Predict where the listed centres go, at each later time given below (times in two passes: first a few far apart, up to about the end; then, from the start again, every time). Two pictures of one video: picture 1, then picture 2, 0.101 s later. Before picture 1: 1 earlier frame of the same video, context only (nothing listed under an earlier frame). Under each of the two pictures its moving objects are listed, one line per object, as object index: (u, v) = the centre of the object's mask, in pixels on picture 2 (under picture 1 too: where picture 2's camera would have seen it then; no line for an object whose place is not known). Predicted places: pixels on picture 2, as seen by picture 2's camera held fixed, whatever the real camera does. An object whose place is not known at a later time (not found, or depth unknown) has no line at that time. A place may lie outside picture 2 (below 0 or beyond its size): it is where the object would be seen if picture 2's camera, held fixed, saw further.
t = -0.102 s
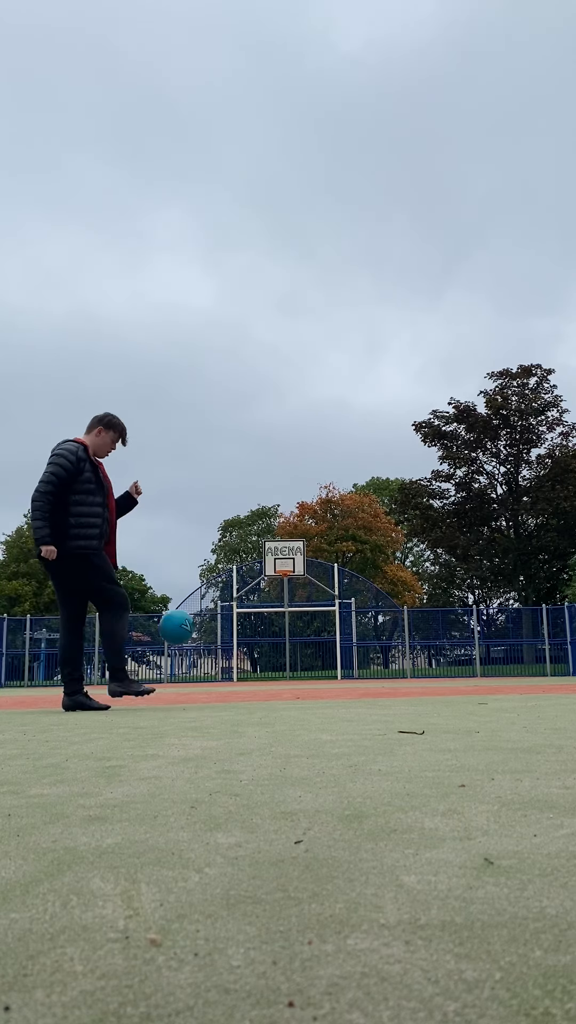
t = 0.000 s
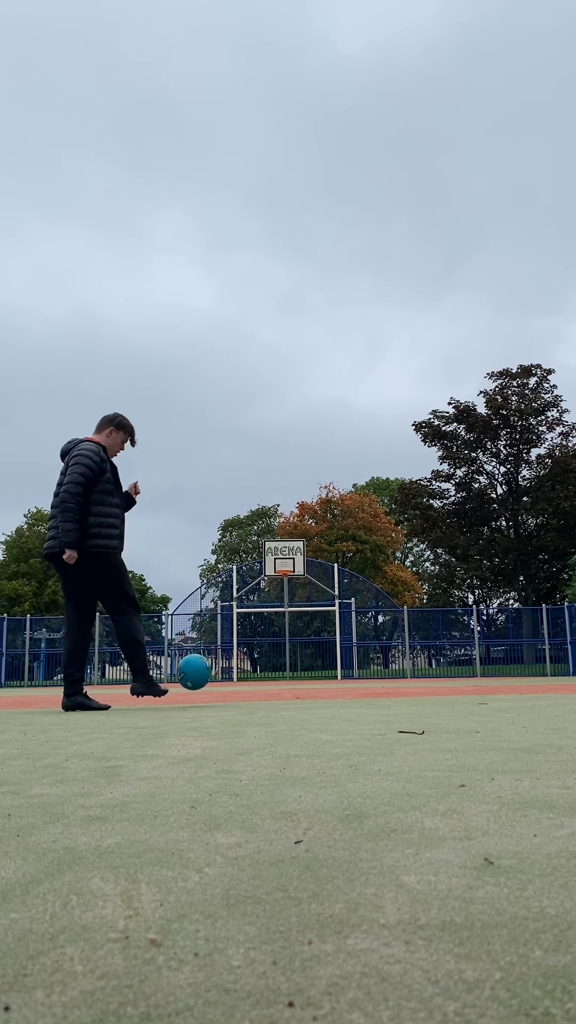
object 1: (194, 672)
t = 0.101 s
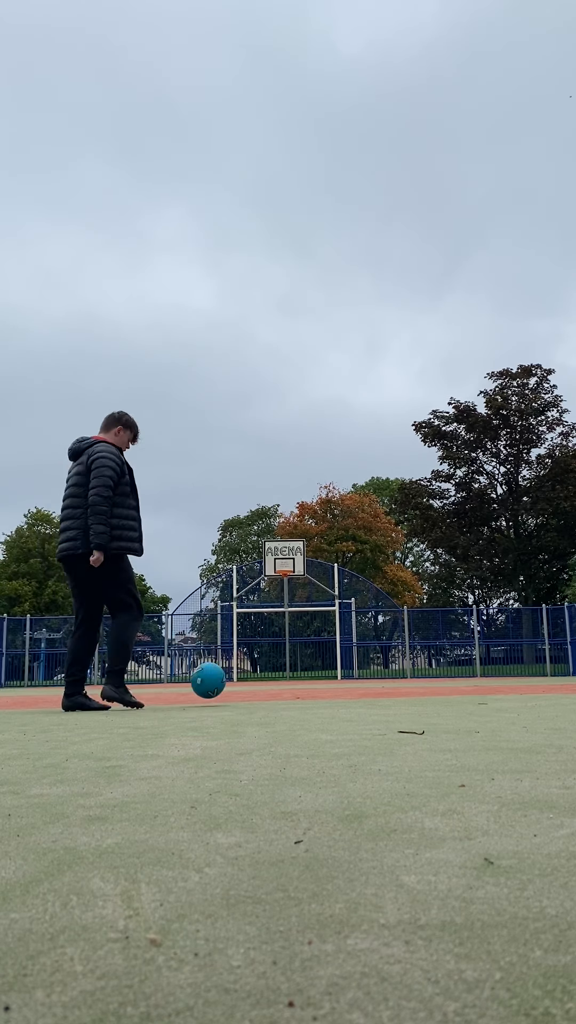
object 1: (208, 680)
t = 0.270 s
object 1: (230, 666)
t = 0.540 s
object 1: (262, 672)
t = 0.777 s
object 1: (286, 678)
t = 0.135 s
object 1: (213, 674)
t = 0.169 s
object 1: (217, 669)
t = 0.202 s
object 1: (221, 666)
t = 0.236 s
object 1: (226, 665)
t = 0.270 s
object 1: (230, 666)
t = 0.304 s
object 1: (235, 669)
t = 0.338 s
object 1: (239, 674)
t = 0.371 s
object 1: (243, 680)
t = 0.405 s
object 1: (247, 687)
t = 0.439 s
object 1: (251, 682)
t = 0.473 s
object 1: (255, 677)
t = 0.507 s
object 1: (258, 674)
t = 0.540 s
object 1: (262, 672)
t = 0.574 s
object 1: (265, 672)
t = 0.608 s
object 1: (269, 674)
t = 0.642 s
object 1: (272, 678)
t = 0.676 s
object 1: (276, 683)
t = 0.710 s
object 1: (279, 684)
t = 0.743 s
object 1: (282, 680)
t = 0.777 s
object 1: (286, 678)
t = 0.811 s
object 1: (289, 677)
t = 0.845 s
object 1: (293, 678)
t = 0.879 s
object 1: (296, 680)
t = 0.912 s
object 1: (299, 684)
